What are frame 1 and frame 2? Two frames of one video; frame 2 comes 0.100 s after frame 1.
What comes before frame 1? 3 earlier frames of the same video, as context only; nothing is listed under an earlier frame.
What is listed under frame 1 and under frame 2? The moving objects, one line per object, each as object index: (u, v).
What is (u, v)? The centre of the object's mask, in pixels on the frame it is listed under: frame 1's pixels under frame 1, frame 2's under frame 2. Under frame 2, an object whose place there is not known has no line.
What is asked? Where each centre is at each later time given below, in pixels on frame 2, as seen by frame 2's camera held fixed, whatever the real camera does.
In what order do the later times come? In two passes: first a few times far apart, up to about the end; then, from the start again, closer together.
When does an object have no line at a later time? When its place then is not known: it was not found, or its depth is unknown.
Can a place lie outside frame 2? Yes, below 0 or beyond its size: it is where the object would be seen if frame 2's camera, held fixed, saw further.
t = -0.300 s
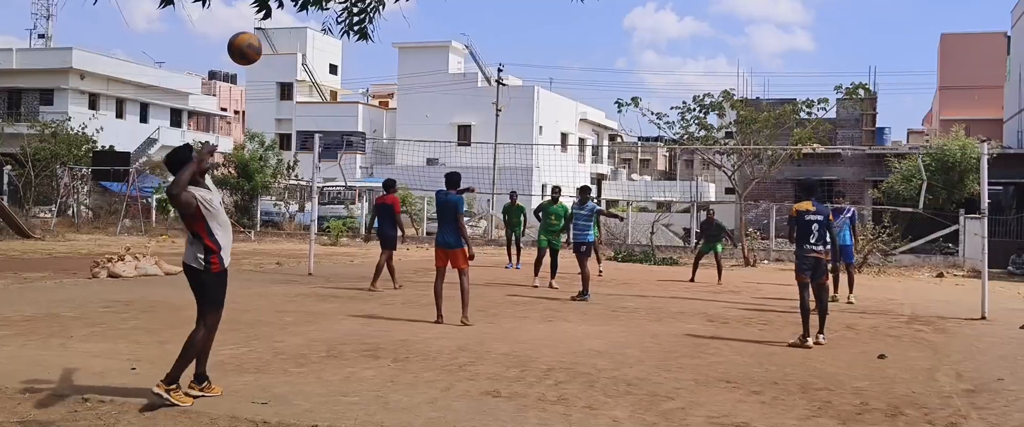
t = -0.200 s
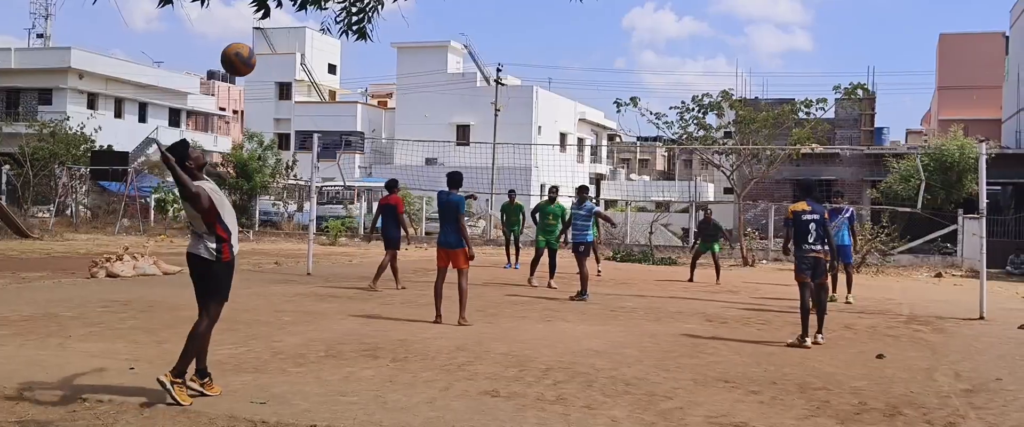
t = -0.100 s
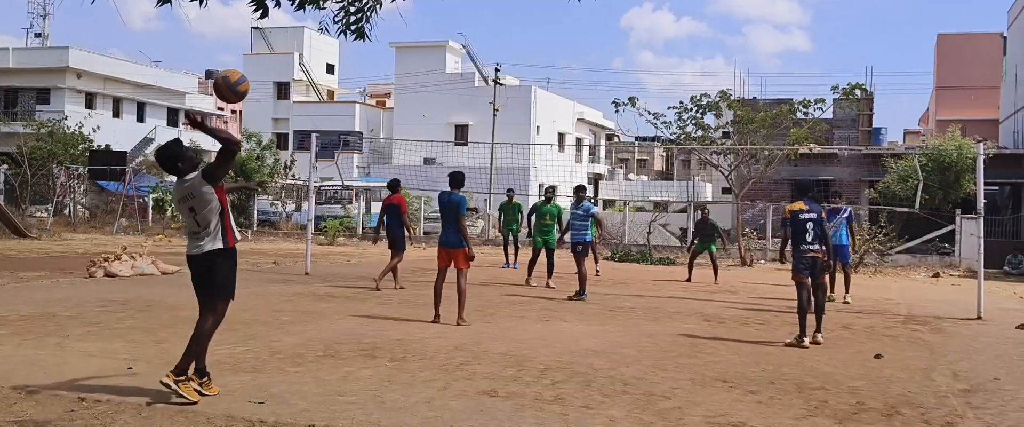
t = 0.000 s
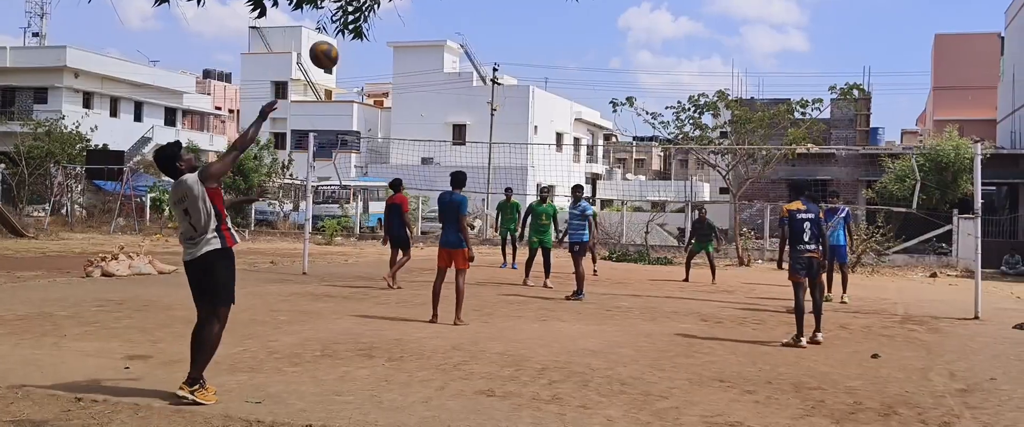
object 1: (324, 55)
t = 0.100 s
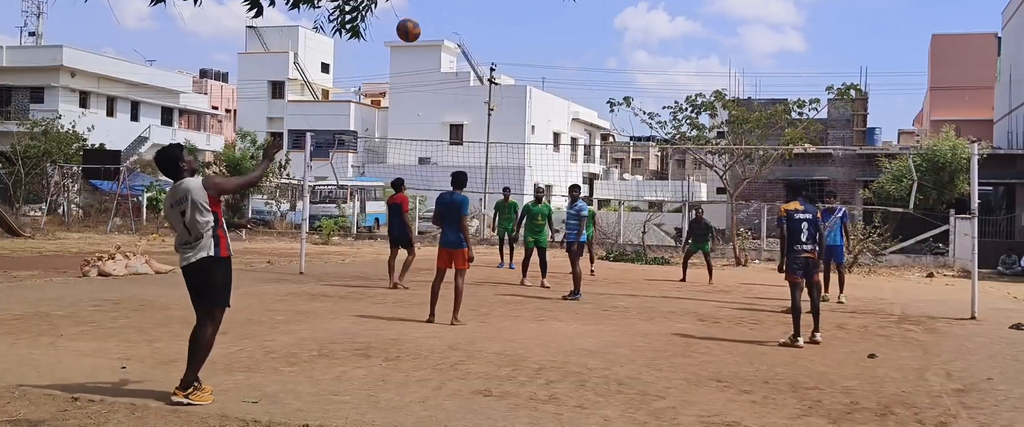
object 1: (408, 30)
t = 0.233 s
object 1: (487, 27)
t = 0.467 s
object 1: (568, 64)
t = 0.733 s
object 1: (615, 139)
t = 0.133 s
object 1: (431, 26)
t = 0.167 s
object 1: (452, 25)
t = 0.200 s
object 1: (471, 25)
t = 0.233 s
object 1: (487, 27)
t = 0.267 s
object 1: (502, 30)
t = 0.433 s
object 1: (559, 57)
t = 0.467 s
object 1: (568, 64)
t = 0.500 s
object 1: (575, 73)
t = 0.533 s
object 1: (582, 81)
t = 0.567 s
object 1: (589, 90)
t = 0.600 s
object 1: (595, 99)
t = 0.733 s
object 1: (615, 139)
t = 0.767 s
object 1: (619, 150)
